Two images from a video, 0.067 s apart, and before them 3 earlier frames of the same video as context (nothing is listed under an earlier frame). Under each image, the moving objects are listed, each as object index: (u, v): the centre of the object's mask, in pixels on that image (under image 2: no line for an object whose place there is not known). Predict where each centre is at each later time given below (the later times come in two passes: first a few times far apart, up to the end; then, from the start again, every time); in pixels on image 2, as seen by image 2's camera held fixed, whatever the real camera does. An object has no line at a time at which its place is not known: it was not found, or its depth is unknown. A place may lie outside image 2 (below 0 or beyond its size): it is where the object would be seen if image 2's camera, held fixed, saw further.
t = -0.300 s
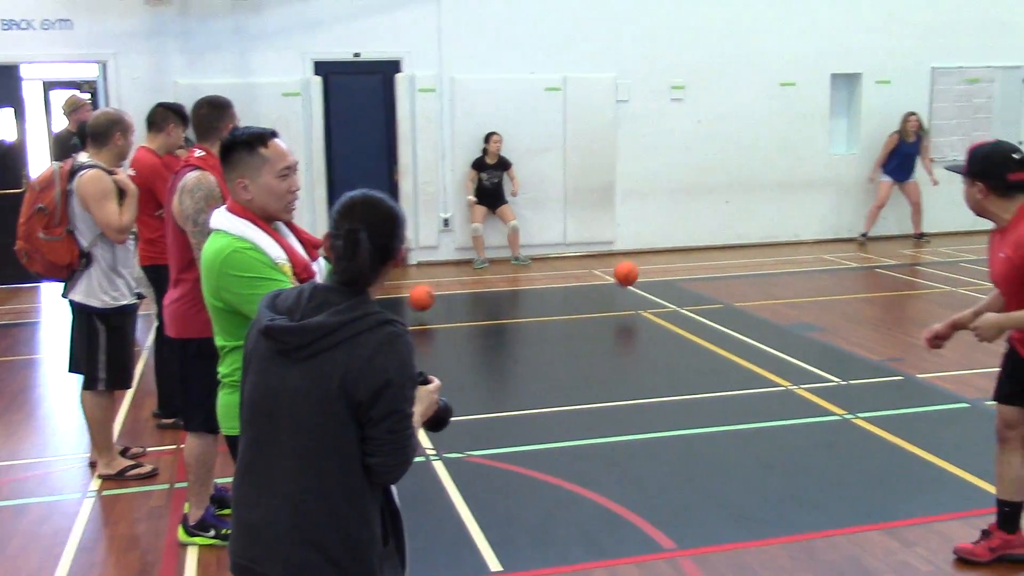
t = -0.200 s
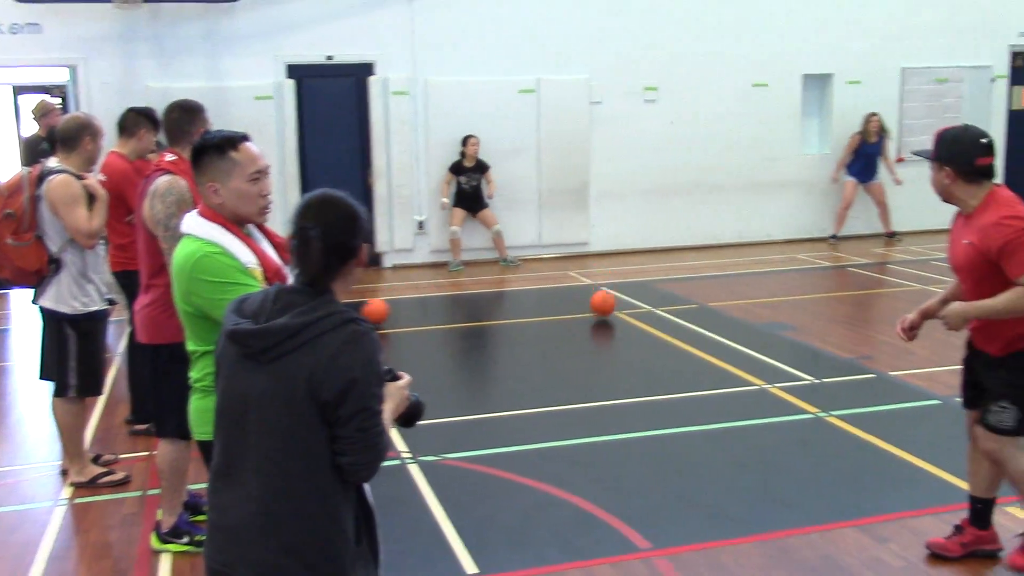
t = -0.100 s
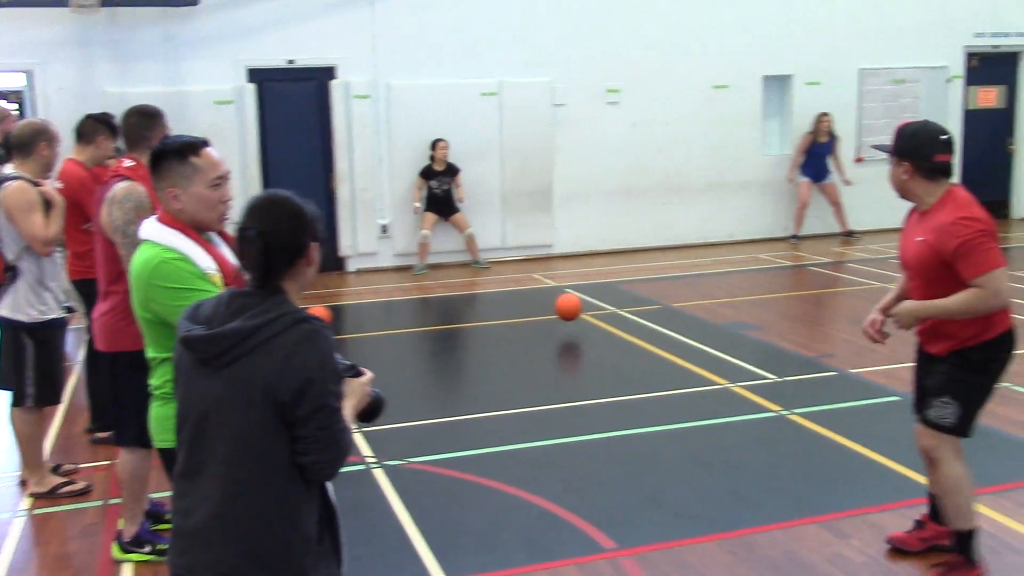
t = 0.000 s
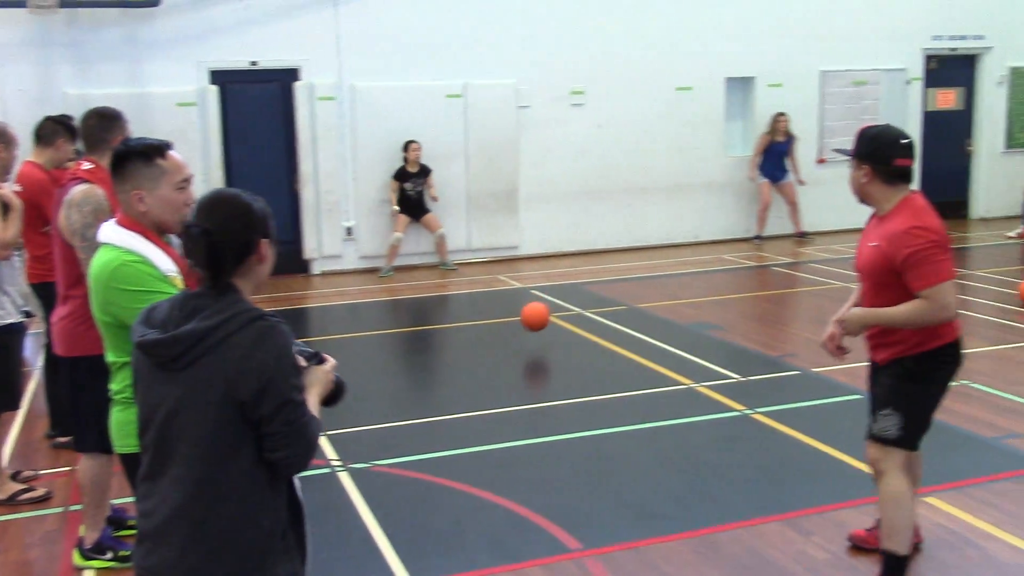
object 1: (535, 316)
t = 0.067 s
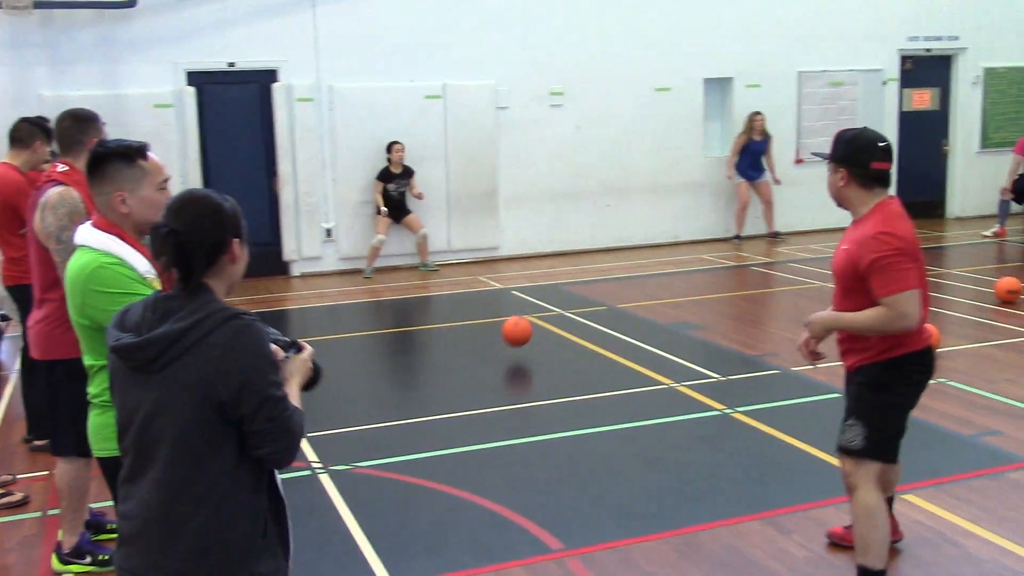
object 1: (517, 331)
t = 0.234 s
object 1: (519, 355)
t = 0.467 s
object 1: (524, 402)
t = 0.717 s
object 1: (530, 462)
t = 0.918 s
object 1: (538, 533)
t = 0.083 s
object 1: (517, 336)
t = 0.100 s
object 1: (518, 341)
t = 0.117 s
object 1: (518, 347)
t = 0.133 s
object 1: (518, 352)
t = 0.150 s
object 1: (518, 352)
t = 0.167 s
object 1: (518, 352)
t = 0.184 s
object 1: (519, 352)
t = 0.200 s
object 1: (519, 352)
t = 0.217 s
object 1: (519, 353)
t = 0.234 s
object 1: (519, 355)
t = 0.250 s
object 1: (520, 357)
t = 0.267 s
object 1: (520, 359)
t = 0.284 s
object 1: (520, 362)
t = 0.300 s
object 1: (521, 365)
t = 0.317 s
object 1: (521, 369)
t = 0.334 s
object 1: (521, 373)
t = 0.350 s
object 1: (521, 378)
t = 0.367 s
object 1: (521, 384)
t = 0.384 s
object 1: (522, 390)
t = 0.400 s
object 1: (522, 396)
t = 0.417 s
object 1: (523, 398)
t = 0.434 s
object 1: (523, 399)
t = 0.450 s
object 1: (523, 400)
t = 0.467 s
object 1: (524, 402)
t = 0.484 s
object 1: (524, 404)
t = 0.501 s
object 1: (524, 407)
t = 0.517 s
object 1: (525, 410)
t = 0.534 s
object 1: (525, 415)
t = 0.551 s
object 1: (525, 419)
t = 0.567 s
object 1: (526, 426)
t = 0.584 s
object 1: (526, 431)
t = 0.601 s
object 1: (527, 439)
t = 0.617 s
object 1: (528, 442)
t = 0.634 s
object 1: (528, 444)
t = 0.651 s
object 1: (528, 446)
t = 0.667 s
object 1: (529, 449)
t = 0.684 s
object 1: (529, 453)
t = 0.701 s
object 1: (530, 457)
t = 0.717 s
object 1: (530, 462)
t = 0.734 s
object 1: (530, 468)
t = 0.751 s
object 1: (531, 474)
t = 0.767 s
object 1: (532, 482)
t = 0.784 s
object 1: (532, 489)
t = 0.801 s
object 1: (534, 493)
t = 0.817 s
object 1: (534, 496)
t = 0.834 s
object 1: (534, 500)
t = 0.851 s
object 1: (535, 505)
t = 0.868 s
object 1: (536, 511)
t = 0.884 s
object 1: (537, 517)
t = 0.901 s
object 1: (537, 525)
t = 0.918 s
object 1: (538, 533)
